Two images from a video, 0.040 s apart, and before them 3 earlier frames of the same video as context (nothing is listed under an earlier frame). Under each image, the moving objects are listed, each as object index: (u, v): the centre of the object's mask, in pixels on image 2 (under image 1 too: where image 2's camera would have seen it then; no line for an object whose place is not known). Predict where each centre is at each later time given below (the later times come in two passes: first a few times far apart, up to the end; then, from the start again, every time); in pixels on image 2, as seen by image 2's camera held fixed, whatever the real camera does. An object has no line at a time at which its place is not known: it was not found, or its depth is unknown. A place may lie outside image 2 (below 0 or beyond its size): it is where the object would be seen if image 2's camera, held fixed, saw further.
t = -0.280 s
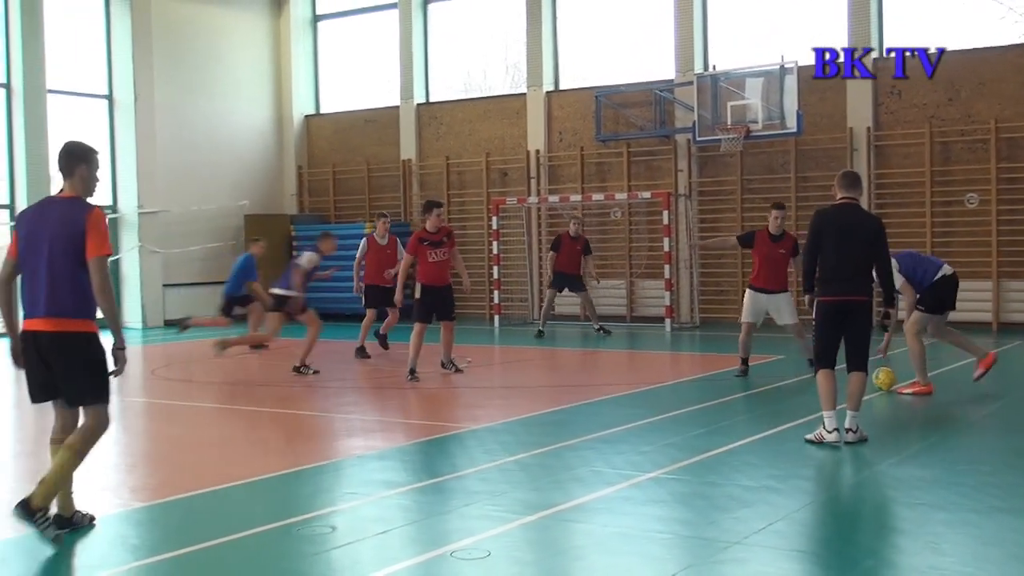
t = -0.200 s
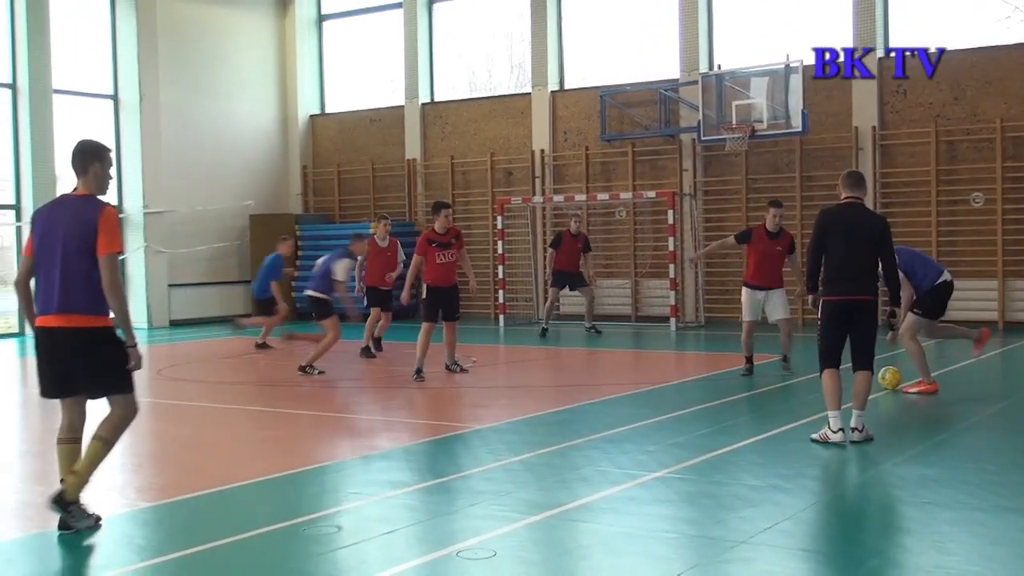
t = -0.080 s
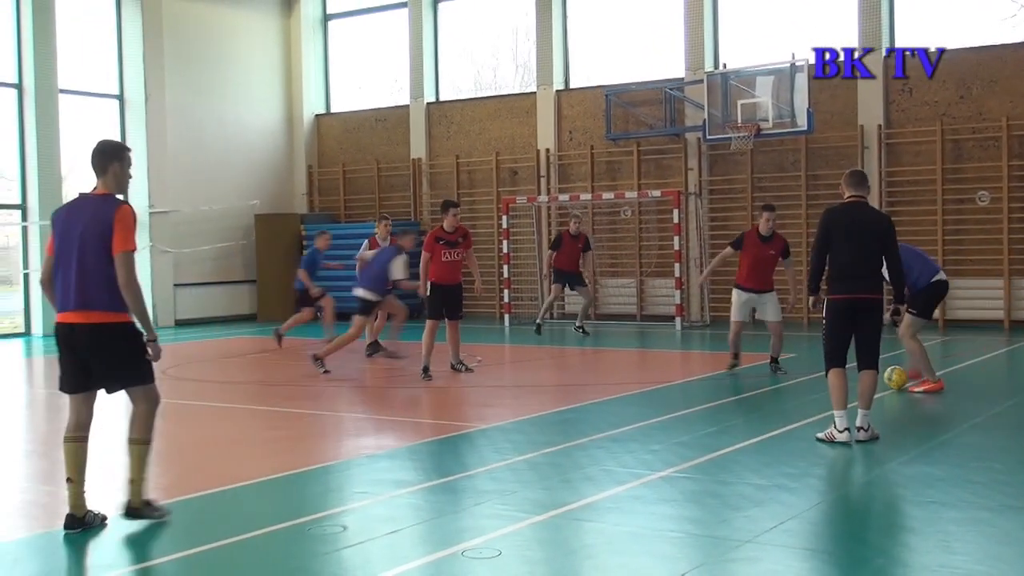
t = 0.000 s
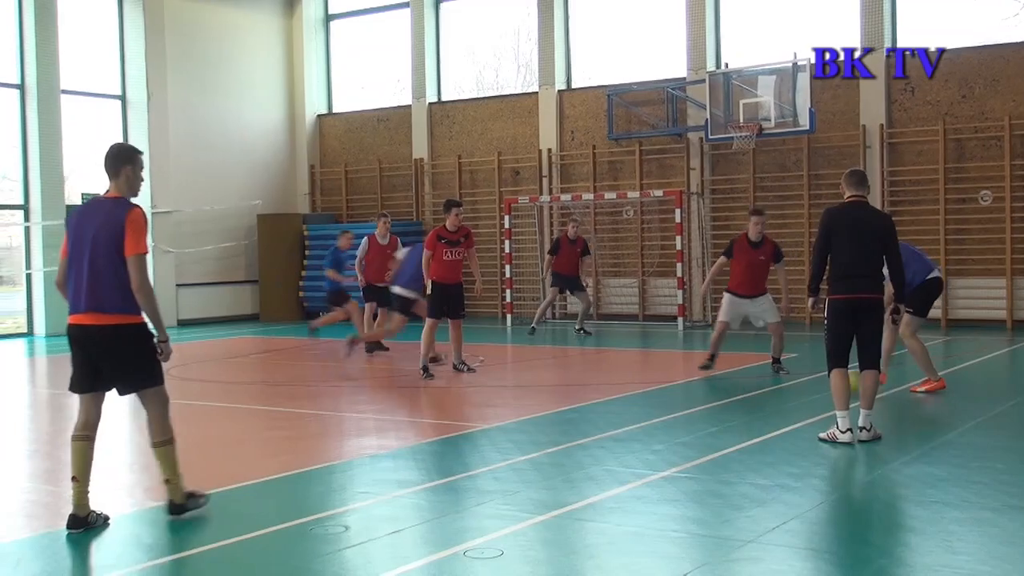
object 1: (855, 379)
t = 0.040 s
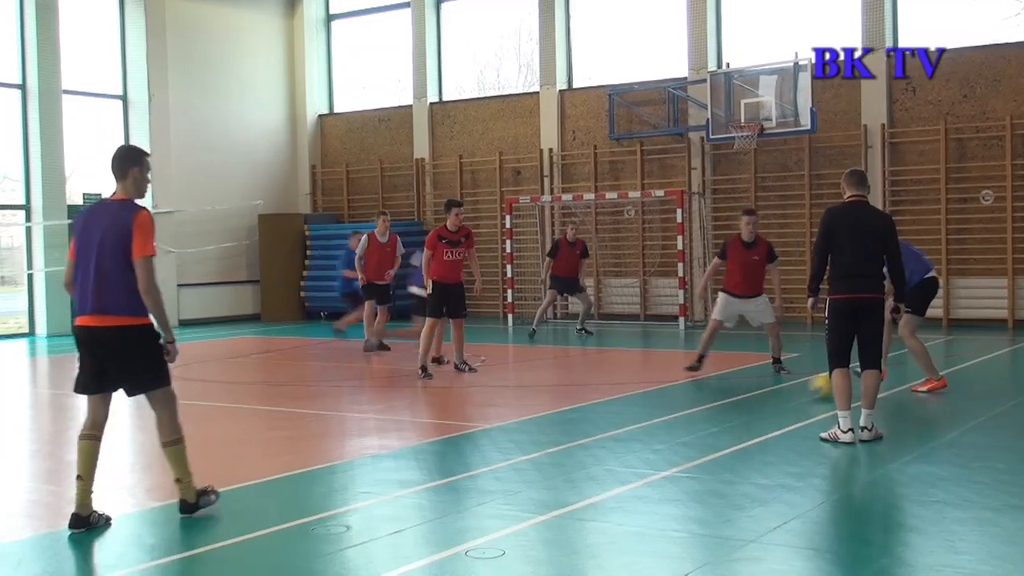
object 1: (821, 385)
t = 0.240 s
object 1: (692, 401)
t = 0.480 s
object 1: (543, 420)
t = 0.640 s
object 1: (435, 433)
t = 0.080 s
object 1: (796, 389)
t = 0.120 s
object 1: (770, 392)
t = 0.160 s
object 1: (743, 395)
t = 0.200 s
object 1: (717, 397)
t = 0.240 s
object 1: (692, 401)
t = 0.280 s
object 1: (665, 403)
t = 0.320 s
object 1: (642, 407)
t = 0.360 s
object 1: (618, 411)
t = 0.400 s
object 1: (593, 413)
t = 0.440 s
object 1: (567, 416)
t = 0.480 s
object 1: (543, 420)
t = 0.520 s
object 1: (518, 422)
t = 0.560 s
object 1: (492, 427)
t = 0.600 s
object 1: (463, 430)
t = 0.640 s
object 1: (435, 433)
